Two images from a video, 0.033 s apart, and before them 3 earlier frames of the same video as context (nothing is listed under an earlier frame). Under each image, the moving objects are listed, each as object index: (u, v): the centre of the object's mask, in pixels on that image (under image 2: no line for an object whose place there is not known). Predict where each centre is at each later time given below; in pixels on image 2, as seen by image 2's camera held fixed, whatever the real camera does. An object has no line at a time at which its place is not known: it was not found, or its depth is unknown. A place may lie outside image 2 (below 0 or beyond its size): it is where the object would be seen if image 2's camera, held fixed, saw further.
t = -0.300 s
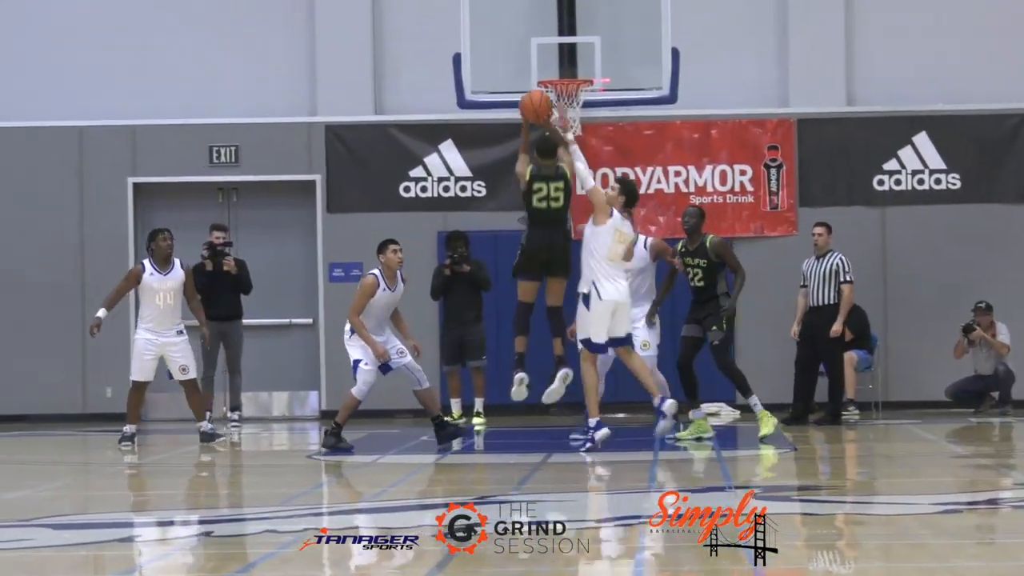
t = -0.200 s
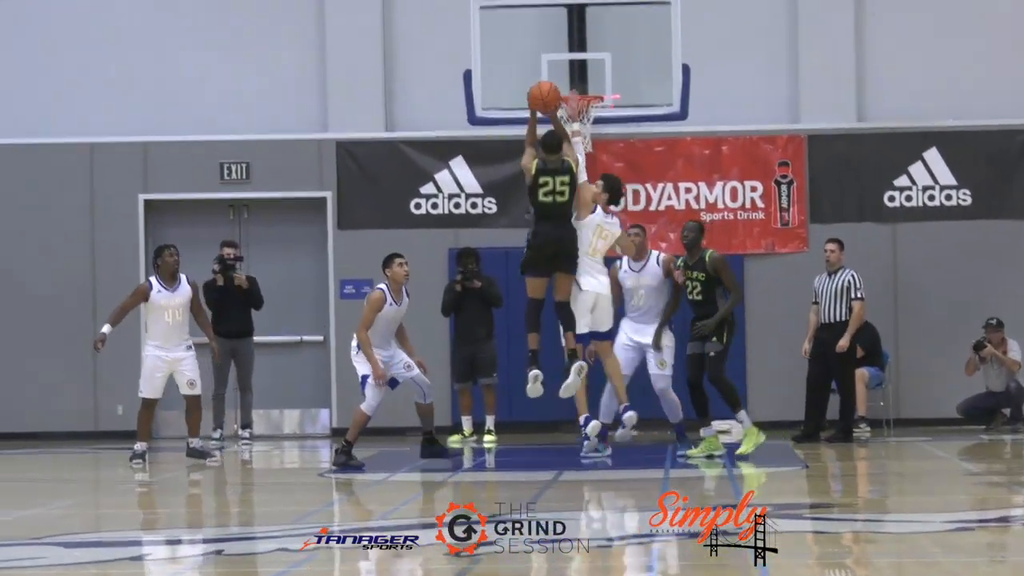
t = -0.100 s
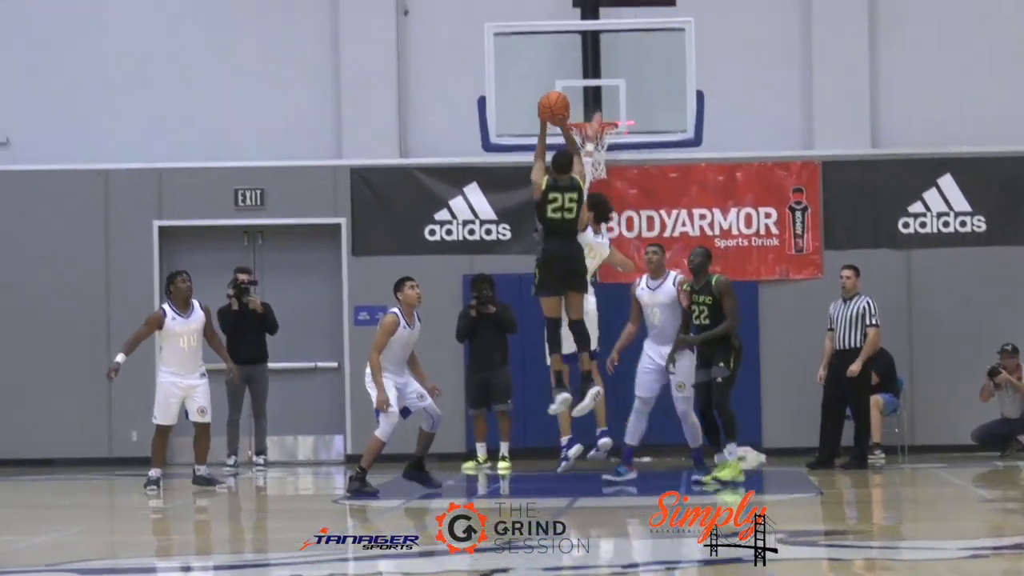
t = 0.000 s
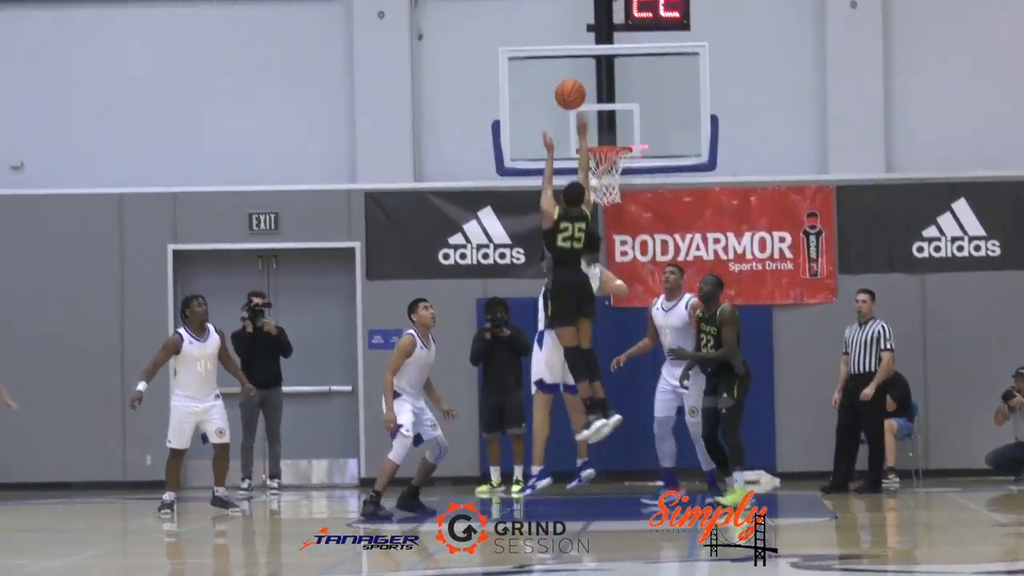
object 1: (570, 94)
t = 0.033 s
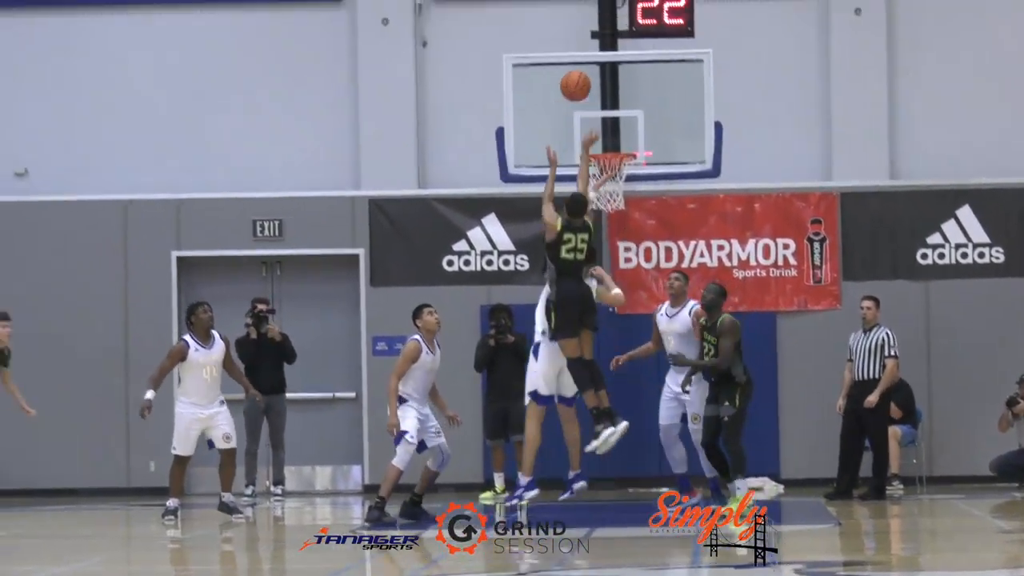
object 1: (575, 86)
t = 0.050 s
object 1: (576, 78)
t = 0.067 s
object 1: (576, 72)
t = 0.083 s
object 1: (576, 65)
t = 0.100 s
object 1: (577, 58)
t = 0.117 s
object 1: (578, 53)
